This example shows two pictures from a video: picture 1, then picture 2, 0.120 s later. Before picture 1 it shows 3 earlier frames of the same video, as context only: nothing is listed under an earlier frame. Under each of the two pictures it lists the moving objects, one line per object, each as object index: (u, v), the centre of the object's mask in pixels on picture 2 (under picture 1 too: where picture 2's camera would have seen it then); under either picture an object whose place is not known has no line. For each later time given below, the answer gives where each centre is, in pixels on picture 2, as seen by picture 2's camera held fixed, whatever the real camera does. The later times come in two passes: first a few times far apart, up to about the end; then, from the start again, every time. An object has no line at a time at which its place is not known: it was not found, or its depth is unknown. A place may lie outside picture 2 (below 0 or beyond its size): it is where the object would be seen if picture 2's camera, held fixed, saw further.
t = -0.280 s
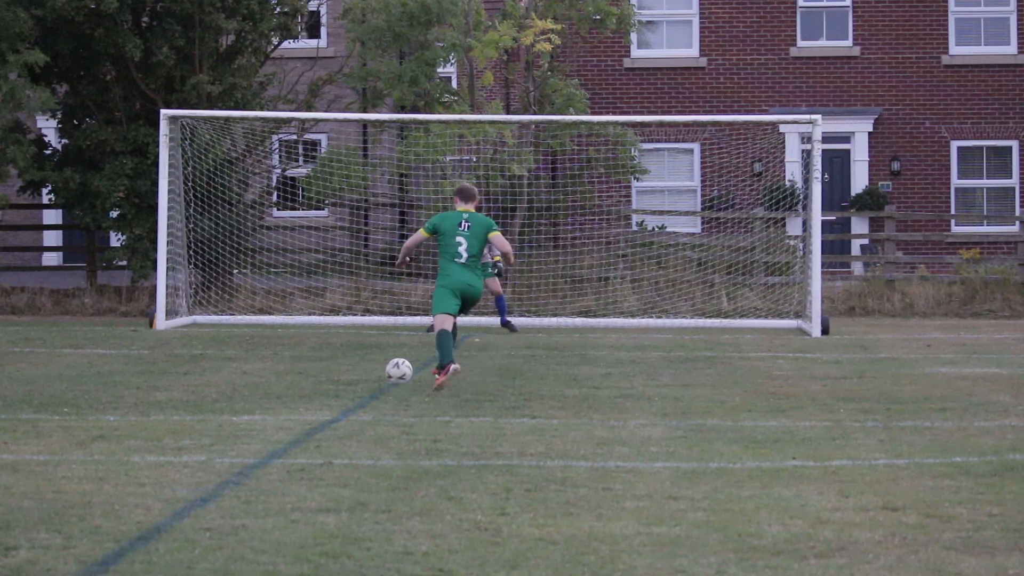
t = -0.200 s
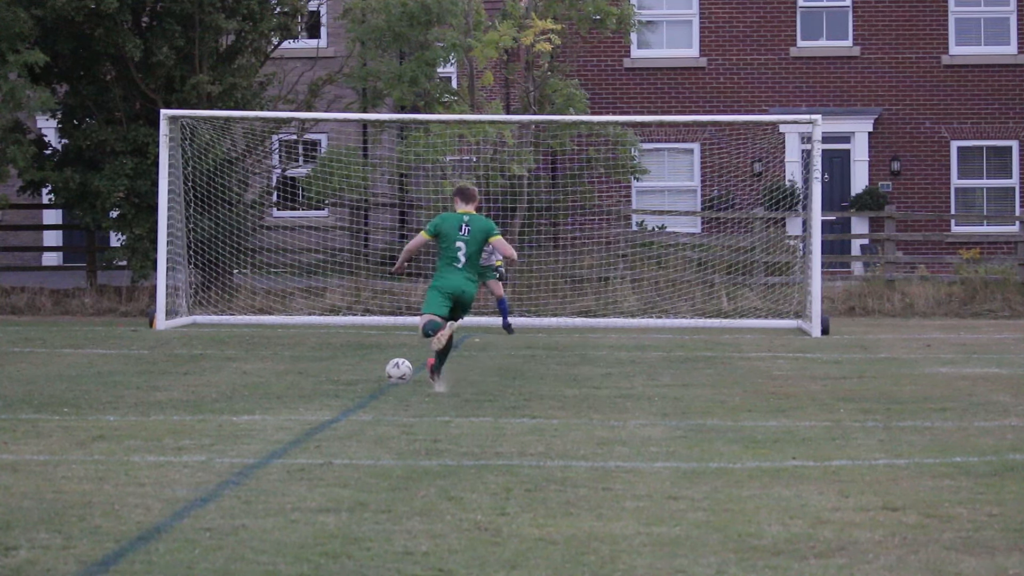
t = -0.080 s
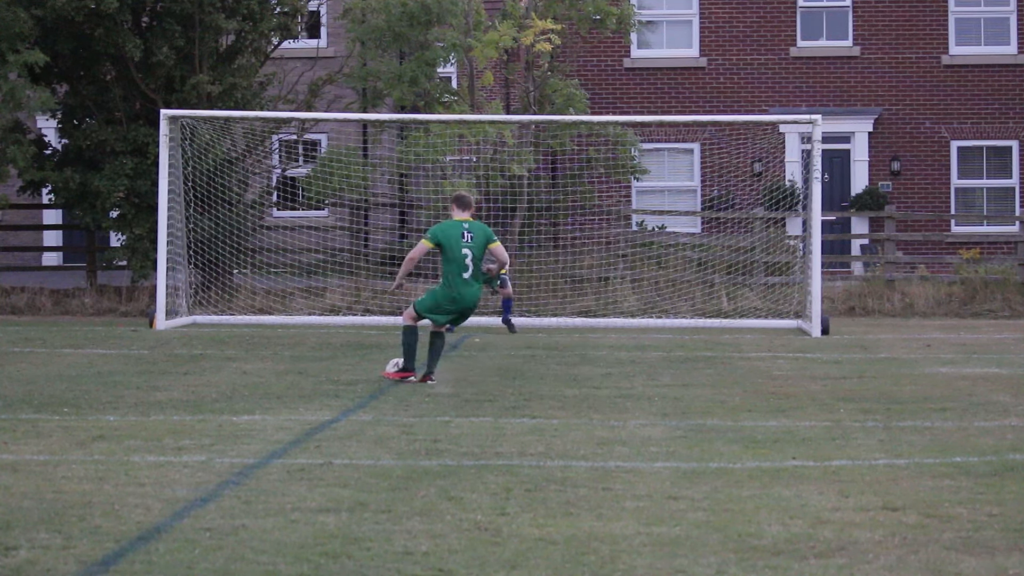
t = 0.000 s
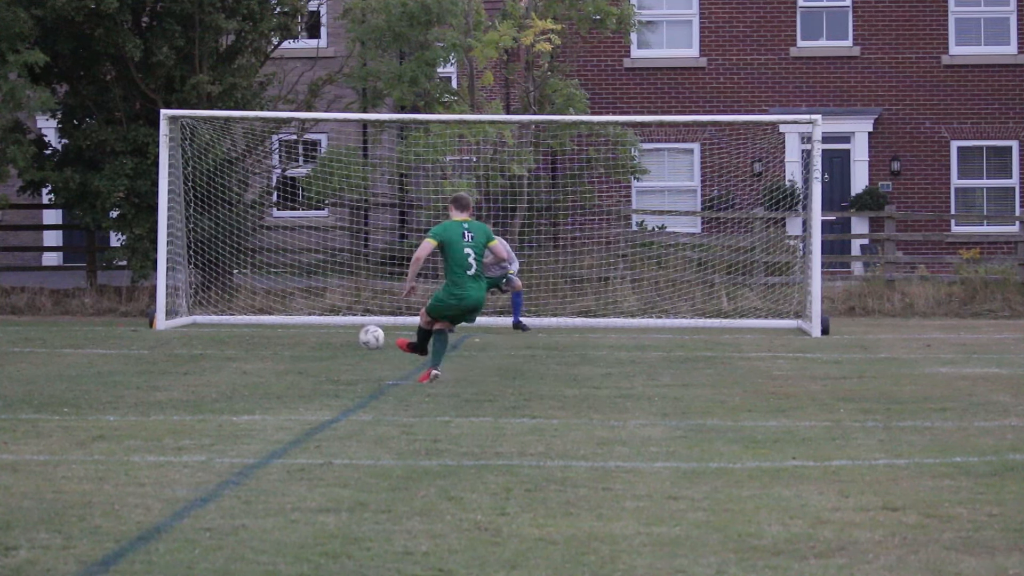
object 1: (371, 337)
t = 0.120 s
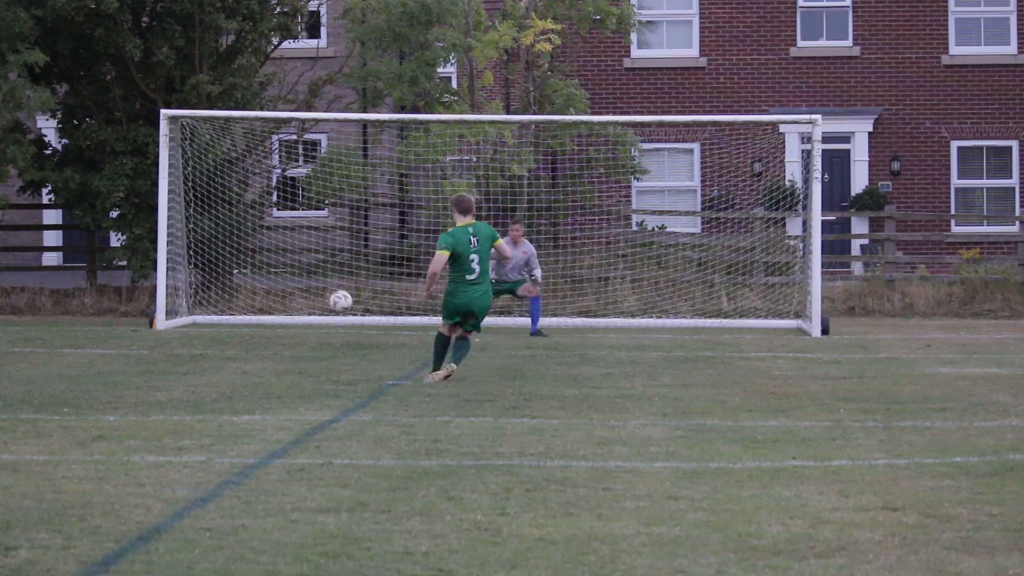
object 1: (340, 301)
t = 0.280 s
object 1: (315, 282)
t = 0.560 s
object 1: (302, 301)
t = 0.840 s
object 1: (245, 316)
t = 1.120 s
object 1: (202, 318)
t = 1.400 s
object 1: (189, 309)
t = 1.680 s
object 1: (189, 318)
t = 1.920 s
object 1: (183, 321)
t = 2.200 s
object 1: (178, 321)
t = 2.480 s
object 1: (174, 322)
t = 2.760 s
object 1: (173, 322)
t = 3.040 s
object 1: (174, 322)
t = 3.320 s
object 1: (174, 323)
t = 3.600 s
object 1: (176, 323)
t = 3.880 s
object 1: (177, 323)
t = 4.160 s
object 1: (177, 323)
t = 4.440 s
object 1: (177, 323)
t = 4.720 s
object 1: (177, 323)
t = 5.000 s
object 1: (177, 323)
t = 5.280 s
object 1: (177, 323)
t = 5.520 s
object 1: (177, 324)
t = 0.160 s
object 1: (332, 294)
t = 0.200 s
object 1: (326, 288)
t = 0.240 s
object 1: (320, 284)
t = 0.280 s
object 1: (315, 282)
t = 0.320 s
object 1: (312, 281)
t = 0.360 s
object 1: (309, 282)
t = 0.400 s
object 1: (306, 285)
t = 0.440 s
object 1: (304, 289)
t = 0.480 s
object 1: (303, 295)
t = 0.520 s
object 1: (302, 300)
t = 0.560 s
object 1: (302, 301)
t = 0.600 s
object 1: (295, 300)
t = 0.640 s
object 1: (286, 301)
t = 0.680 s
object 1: (277, 303)
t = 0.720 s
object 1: (268, 307)
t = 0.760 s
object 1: (260, 310)
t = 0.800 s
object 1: (252, 316)
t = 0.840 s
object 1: (245, 316)
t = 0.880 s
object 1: (239, 314)
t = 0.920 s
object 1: (232, 312)
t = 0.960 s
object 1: (226, 312)
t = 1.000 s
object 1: (220, 313)
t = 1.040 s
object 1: (214, 315)
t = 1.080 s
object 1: (208, 318)
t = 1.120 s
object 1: (202, 318)
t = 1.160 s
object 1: (196, 317)
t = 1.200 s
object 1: (190, 316)
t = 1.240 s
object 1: (187, 315)
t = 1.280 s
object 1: (188, 311)
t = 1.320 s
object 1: (189, 309)
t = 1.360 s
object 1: (189, 308)
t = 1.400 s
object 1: (189, 309)
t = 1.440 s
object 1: (190, 311)
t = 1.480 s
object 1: (190, 314)
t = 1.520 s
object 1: (190, 318)
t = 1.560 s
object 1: (190, 319)
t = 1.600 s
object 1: (190, 318)
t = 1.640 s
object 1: (189, 317)
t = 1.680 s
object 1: (189, 318)
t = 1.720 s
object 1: (187, 319)
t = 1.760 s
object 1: (186, 320)
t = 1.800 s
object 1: (185, 319)
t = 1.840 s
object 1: (185, 319)
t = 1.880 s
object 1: (185, 320)
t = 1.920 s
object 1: (183, 321)
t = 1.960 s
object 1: (183, 320)
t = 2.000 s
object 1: (182, 321)
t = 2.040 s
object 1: (181, 321)
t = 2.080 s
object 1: (181, 321)
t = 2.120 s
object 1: (180, 321)
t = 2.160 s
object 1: (180, 321)
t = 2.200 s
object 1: (178, 321)
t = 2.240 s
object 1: (177, 321)
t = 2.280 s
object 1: (177, 322)
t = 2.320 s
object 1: (175, 321)
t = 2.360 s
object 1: (175, 321)
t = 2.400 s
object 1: (174, 322)
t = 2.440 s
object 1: (174, 322)
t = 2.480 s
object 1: (174, 322)
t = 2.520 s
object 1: (173, 323)
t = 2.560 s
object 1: (173, 322)
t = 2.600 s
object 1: (173, 322)
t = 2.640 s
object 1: (173, 322)
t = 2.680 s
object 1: (172, 323)
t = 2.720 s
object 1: (172, 323)
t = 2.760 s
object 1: (173, 322)
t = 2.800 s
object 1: (173, 322)
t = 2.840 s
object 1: (172, 322)
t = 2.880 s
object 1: (172, 322)
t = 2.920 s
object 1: (173, 322)
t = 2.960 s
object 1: (173, 322)
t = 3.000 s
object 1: (173, 322)
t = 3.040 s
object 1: (174, 322)
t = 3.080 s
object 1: (173, 322)
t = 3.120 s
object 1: (173, 323)
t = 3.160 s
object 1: (174, 323)
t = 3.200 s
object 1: (174, 323)
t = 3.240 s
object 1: (173, 323)
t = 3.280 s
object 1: (174, 323)
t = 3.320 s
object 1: (174, 323)
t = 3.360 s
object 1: (174, 323)
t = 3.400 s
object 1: (175, 323)
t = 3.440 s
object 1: (175, 323)
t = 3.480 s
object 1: (175, 323)
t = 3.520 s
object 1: (176, 323)
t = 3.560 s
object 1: (176, 323)
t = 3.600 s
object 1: (176, 323)
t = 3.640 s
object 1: (176, 323)
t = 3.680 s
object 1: (177, 323)
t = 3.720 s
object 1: (177, 323)
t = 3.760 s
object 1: (177, 323)
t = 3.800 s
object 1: (177, 323)
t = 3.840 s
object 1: (177, 323)
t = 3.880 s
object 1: (177, 323)
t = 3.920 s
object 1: (177, 323)
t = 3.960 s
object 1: (177, 323)
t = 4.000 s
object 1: (177, 323)
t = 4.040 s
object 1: (177, 323)
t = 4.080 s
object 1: (177, 323)
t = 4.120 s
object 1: (177, 323)
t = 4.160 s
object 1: (177, 323)
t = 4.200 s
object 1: (177, 323)
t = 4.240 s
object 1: (177, 323)
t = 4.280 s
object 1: (177, 323)
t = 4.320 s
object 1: (177, 323)
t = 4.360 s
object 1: (177, 323)
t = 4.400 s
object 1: (177, 323)
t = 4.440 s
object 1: (177, 323)
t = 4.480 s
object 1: (177, 323)
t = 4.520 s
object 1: (177, 323)
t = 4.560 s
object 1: (177, 323)
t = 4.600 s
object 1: (177, 323)
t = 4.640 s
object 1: (177, 323)
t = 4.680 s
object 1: (177, 323)
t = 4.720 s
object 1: (177, 323)
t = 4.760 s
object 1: (177, 323)
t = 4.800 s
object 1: (177, 323)
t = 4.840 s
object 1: (177, 323)
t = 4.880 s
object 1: (177, 323)
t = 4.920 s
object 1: (177, 323)
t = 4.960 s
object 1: (177, 323)
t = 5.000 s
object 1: (177, 323)
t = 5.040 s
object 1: (177, 323)
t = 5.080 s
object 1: (177, 323)
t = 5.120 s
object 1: (177, 323)
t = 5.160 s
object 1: (177, 323)
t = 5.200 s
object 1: (177, 323)
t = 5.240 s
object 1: (177, 323)
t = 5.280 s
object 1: (177, 323)
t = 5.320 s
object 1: (177, 324)
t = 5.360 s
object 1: (177, 323)
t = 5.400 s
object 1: (177, 323)
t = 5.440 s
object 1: (177, 323)
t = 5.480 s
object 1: (177, 323)
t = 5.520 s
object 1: (177, 324)
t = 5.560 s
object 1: (177, 323)
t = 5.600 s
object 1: (177, 323)
